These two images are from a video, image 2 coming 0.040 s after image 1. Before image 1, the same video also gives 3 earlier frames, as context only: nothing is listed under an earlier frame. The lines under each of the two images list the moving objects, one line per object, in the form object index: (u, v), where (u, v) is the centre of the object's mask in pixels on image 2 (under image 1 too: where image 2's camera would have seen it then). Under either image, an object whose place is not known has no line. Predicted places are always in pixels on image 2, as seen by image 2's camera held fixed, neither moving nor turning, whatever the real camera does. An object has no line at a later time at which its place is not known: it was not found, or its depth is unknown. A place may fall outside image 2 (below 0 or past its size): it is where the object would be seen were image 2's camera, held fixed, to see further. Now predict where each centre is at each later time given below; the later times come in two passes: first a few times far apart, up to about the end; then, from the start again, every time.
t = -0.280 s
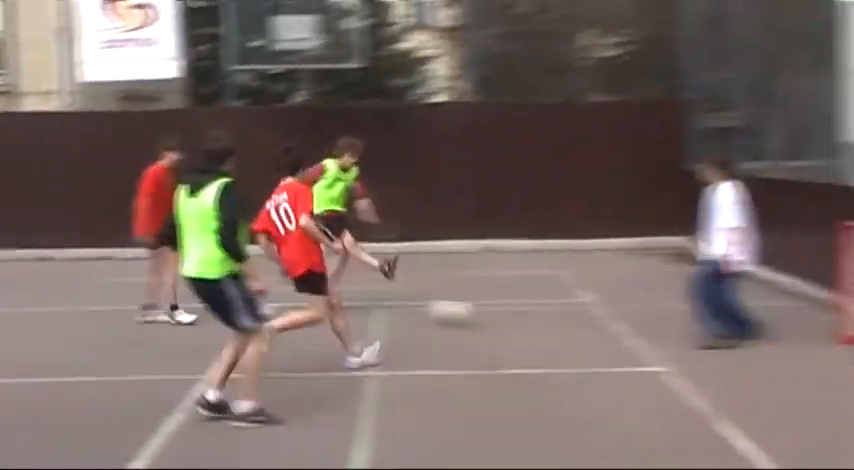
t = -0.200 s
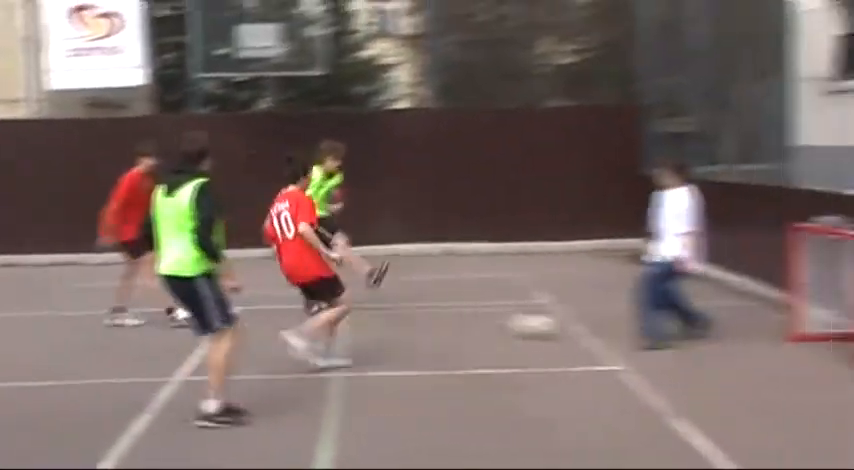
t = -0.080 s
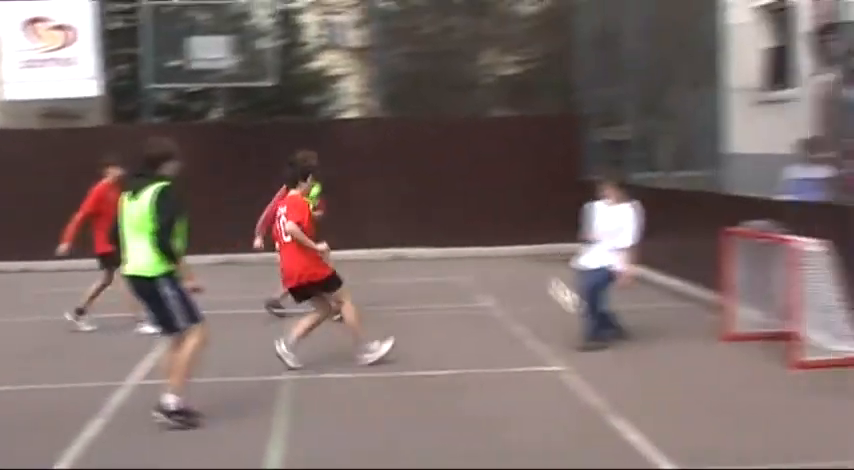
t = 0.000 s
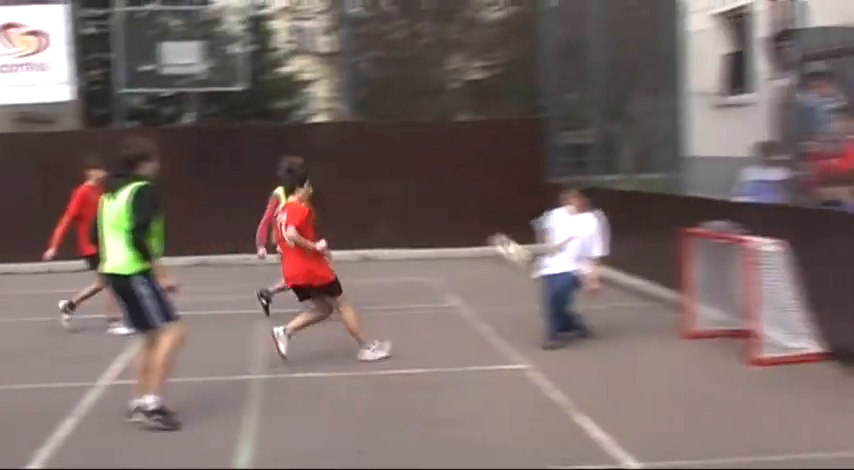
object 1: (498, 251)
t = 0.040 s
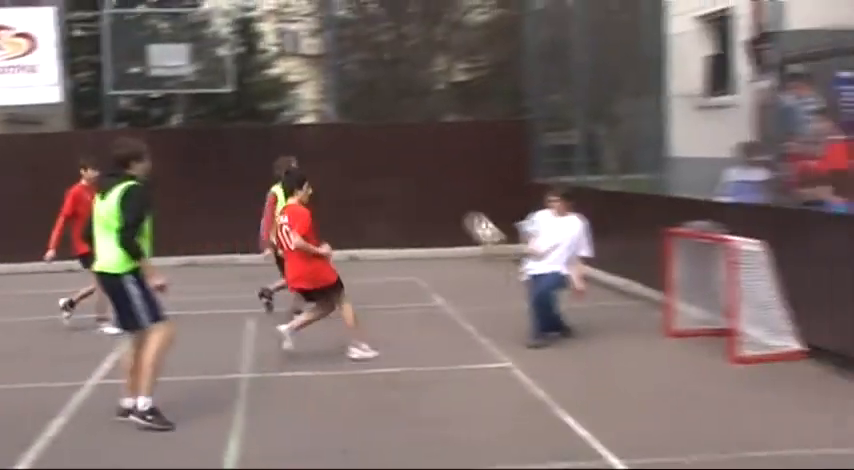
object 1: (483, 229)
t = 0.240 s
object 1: (430, 152)
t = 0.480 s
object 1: (361, 119)
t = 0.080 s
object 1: (473, 211)
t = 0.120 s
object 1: (462, 194)
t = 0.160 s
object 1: (452, 179)
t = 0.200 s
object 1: (440, 163)
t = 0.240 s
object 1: (430, 152)
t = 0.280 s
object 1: (419, 141)
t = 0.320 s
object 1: (408, 133)
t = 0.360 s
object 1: (397, 127)
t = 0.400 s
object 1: (385, 121)
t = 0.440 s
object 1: (374, 119)
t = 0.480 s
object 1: (361, 119)
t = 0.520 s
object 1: (350, 121)
